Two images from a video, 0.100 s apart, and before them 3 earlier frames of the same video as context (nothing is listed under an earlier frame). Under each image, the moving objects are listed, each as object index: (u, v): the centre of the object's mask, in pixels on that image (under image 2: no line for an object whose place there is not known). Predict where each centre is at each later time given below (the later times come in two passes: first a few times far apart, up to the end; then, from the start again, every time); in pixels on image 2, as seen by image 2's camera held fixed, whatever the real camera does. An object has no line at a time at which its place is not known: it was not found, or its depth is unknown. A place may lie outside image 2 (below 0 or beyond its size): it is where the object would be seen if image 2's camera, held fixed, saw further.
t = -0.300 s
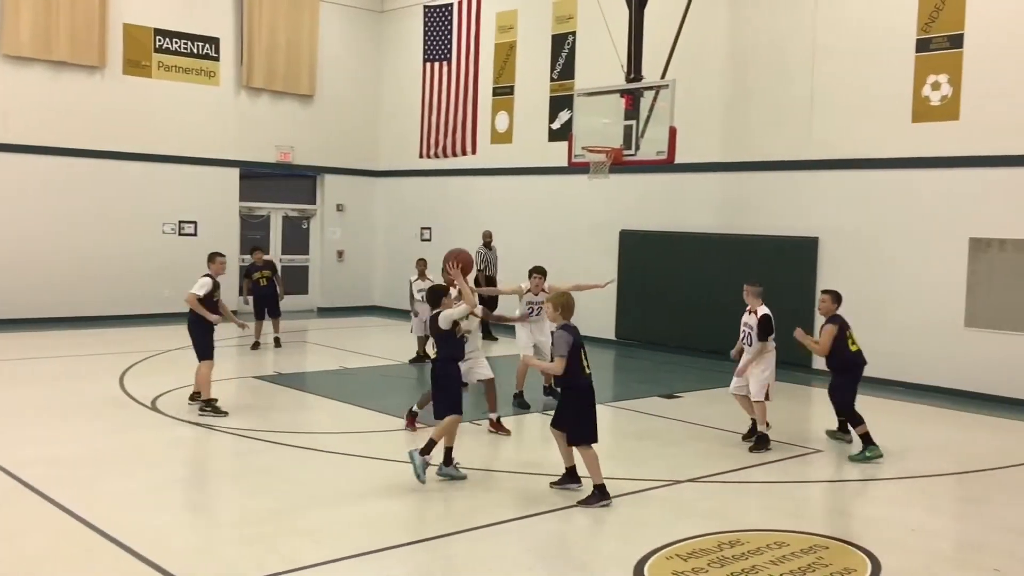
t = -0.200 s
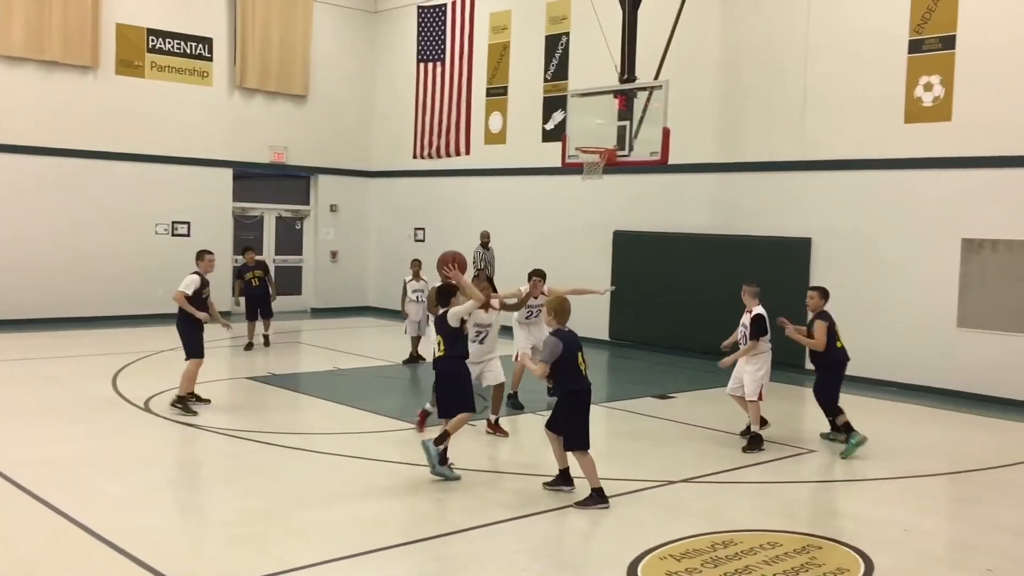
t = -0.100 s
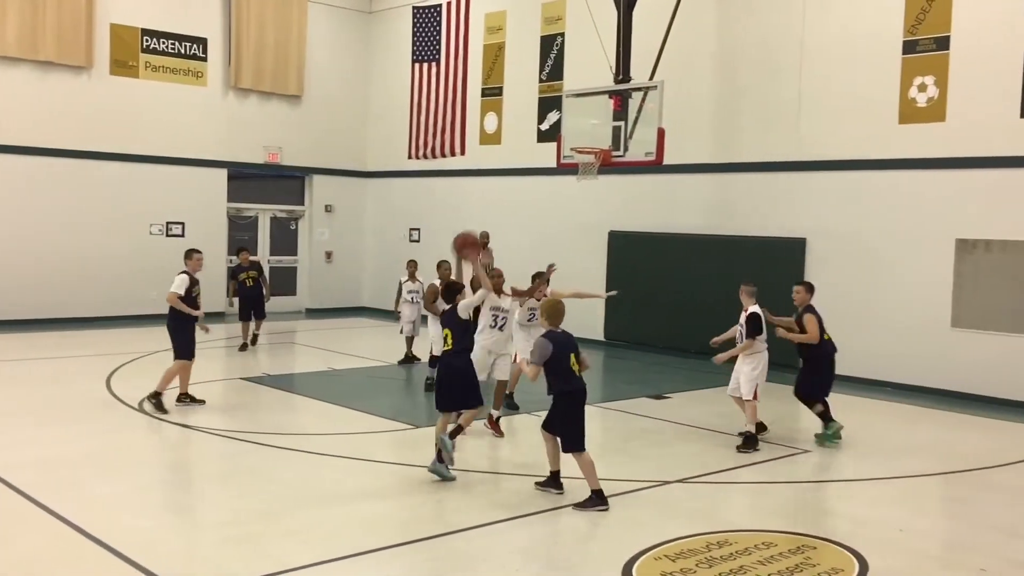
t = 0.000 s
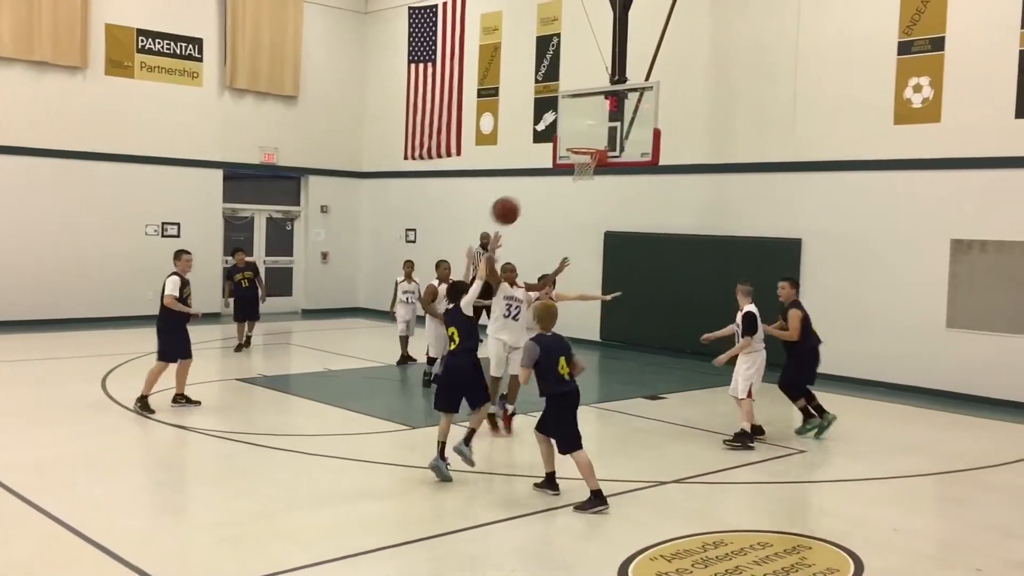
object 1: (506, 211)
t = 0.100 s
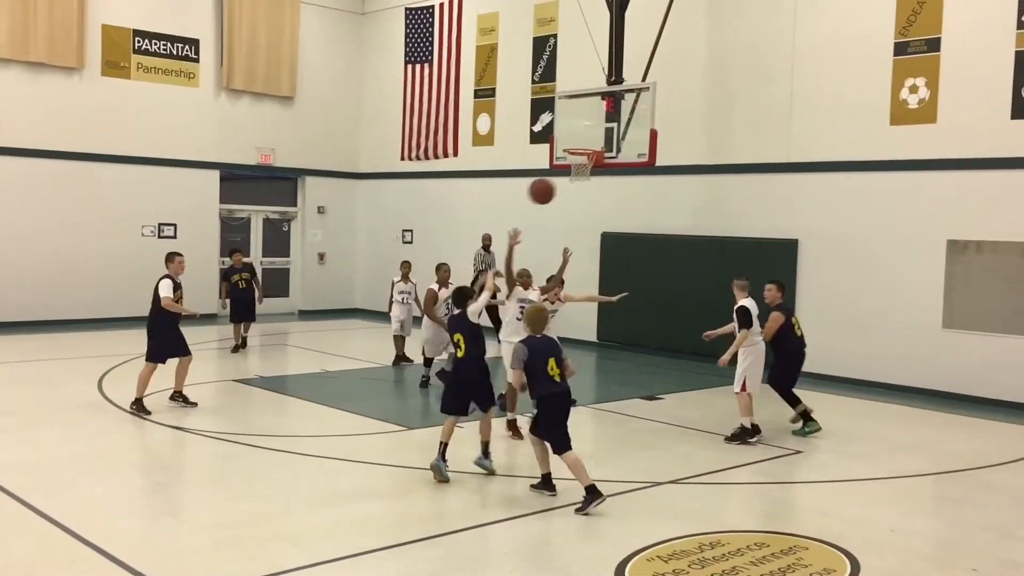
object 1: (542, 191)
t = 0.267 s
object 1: (598, 183)
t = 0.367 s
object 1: (626, 192)
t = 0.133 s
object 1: (554, 187)
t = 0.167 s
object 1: (565, 185)
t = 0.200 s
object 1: (577, 183)
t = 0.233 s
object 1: (588, 183)
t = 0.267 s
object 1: (598, 183)
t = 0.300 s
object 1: (608, 185)
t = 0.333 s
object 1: (617, 188)
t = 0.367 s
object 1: (626, 192)
